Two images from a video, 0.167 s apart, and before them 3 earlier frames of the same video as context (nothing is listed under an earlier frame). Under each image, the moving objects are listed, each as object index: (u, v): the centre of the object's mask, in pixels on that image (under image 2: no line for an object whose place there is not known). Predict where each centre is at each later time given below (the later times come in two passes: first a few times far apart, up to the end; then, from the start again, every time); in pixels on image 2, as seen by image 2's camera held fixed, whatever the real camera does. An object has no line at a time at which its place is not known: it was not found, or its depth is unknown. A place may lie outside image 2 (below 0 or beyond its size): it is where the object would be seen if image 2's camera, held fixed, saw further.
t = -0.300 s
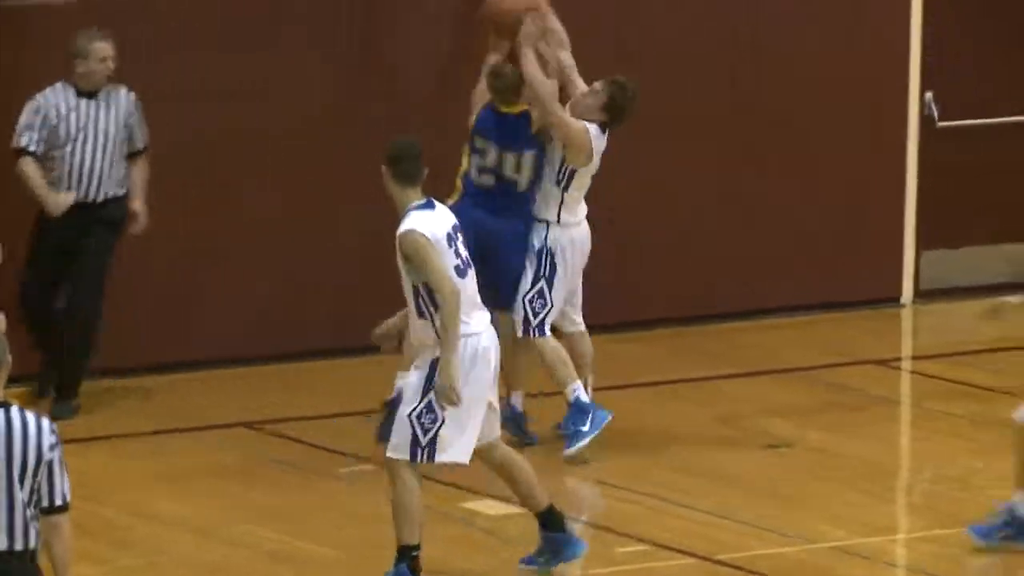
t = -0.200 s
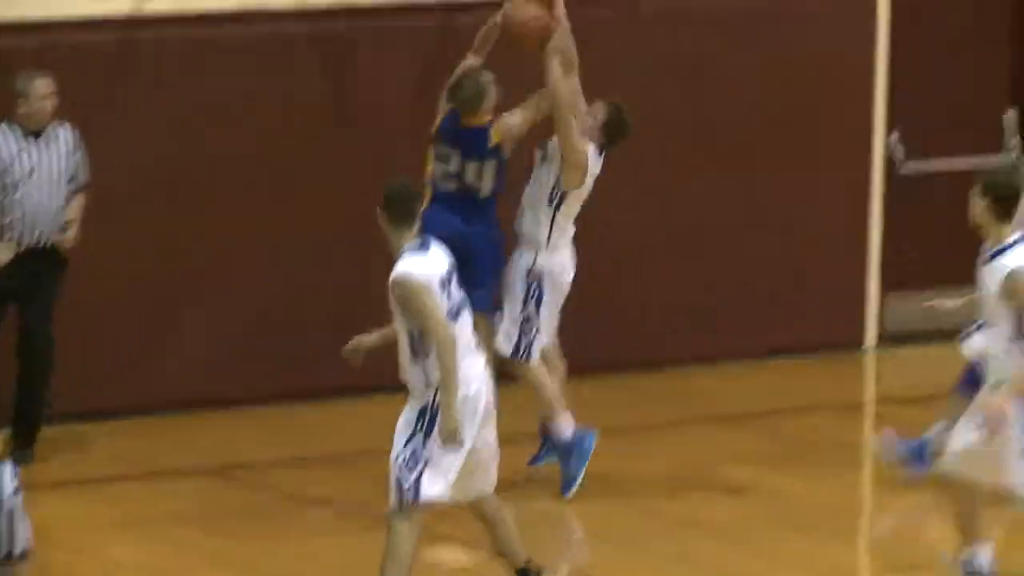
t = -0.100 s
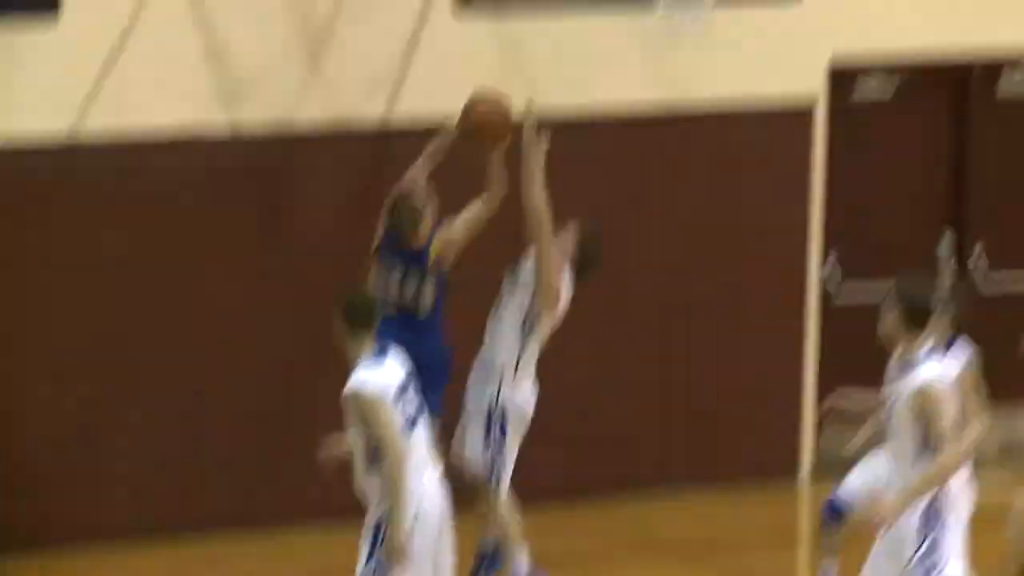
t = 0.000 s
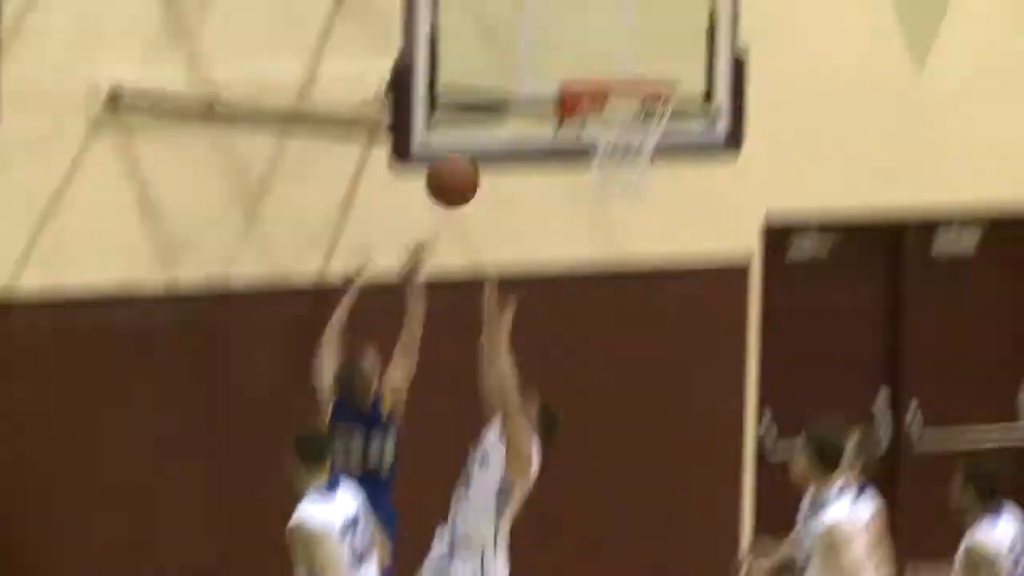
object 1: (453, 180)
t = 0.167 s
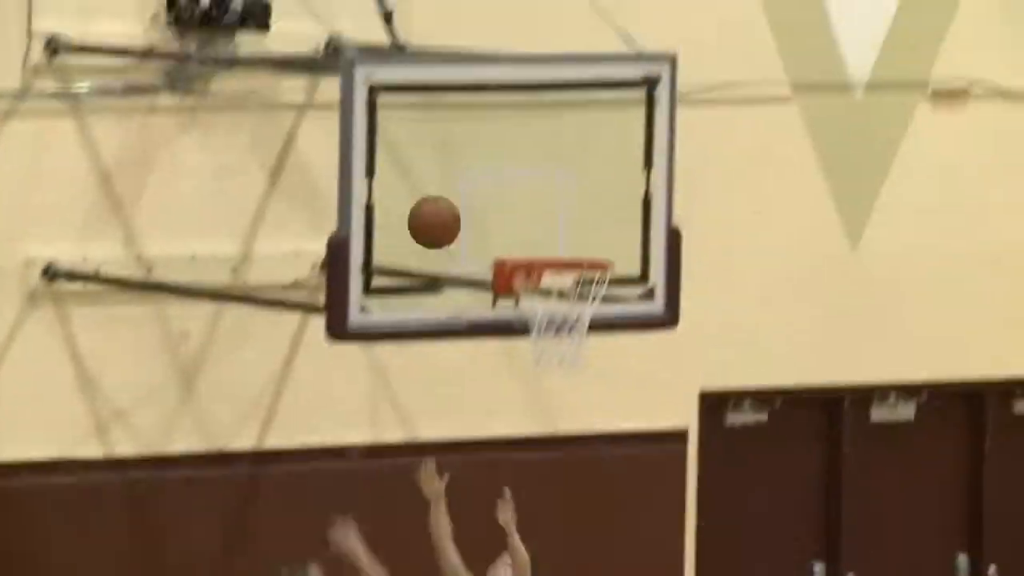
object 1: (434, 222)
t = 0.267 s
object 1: (459, 177)
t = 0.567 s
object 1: (527, 238)
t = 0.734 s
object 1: (589, 292)
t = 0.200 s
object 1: (443, 204)
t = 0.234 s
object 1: (451, 190)
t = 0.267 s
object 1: (459, 177)
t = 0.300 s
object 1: (467, 167)
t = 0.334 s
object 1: (475, 163)
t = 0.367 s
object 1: (483, 167)
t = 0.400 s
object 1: (490, 173)
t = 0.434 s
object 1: (498, 181)
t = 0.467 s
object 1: (505, 192)
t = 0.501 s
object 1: (512, 205)
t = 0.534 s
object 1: (519, 220)
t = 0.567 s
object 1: (527, 238)
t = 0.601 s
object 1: (537, 247)
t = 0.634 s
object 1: (550, 250)
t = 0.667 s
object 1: (564, 255)
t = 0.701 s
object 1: (577, 279)
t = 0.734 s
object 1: (589, 292)
